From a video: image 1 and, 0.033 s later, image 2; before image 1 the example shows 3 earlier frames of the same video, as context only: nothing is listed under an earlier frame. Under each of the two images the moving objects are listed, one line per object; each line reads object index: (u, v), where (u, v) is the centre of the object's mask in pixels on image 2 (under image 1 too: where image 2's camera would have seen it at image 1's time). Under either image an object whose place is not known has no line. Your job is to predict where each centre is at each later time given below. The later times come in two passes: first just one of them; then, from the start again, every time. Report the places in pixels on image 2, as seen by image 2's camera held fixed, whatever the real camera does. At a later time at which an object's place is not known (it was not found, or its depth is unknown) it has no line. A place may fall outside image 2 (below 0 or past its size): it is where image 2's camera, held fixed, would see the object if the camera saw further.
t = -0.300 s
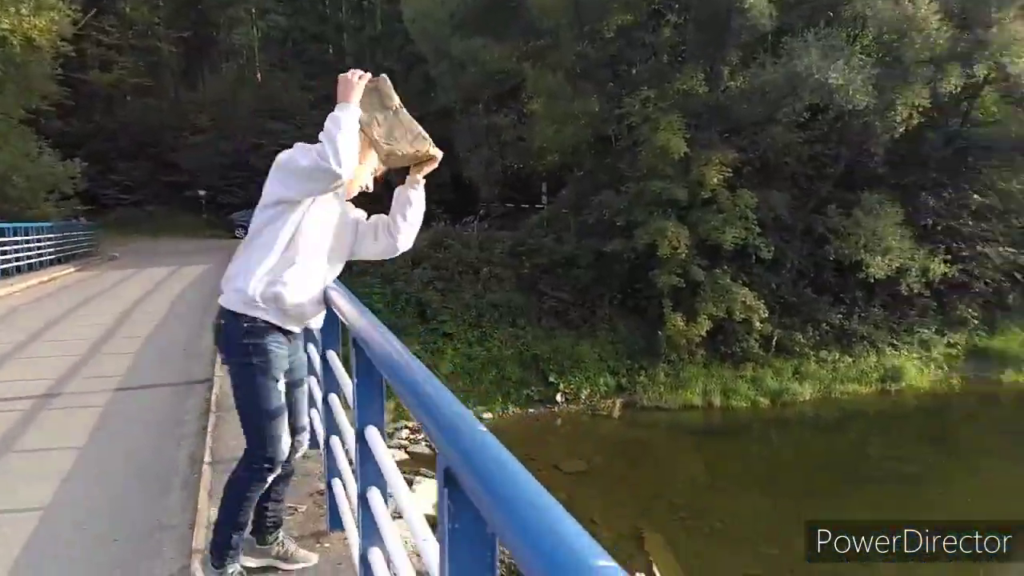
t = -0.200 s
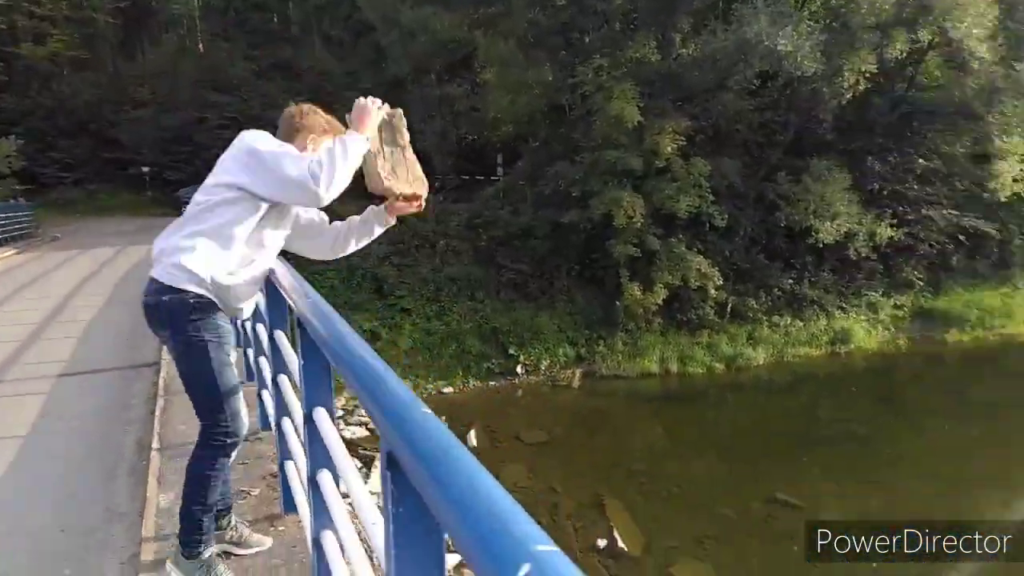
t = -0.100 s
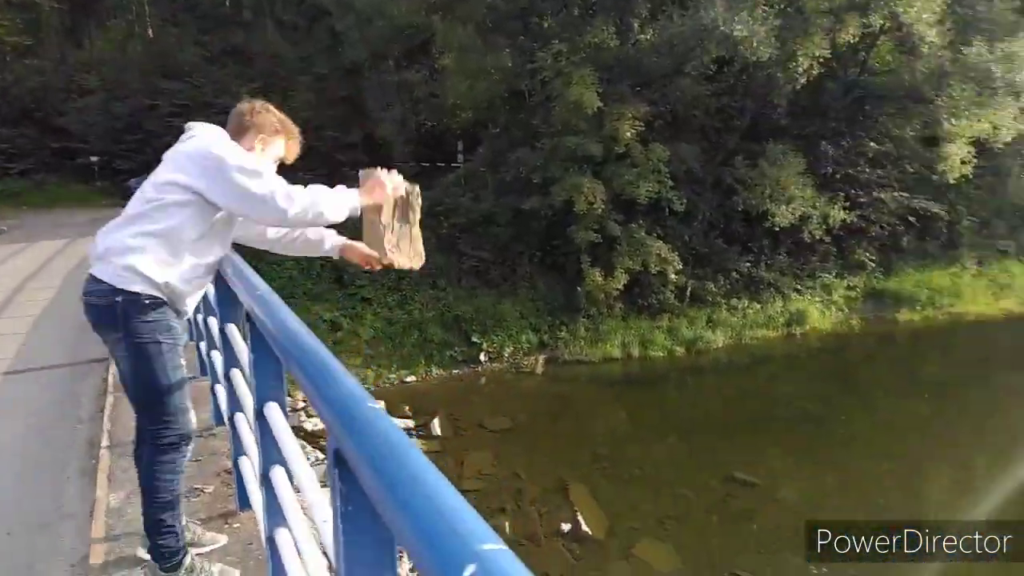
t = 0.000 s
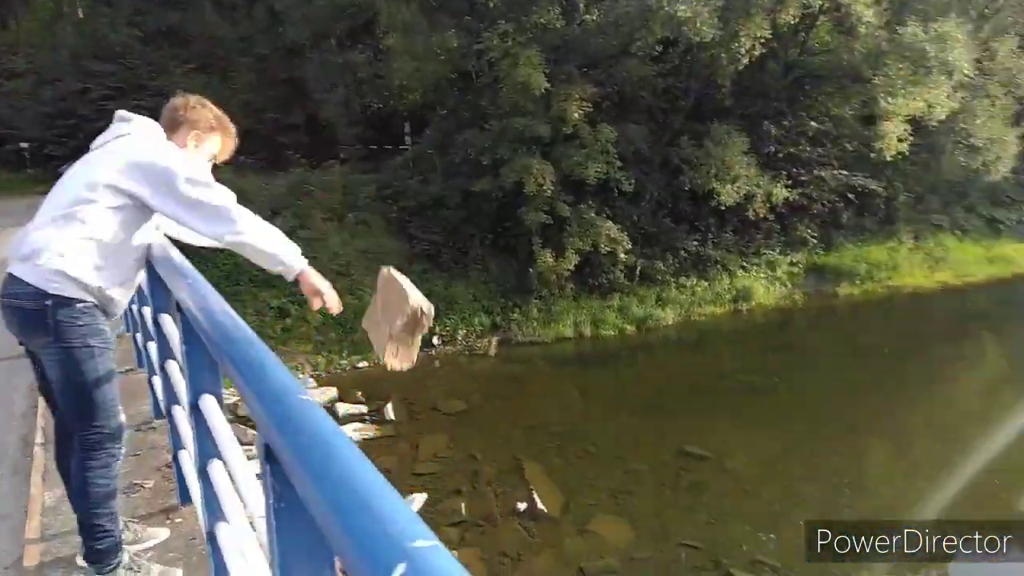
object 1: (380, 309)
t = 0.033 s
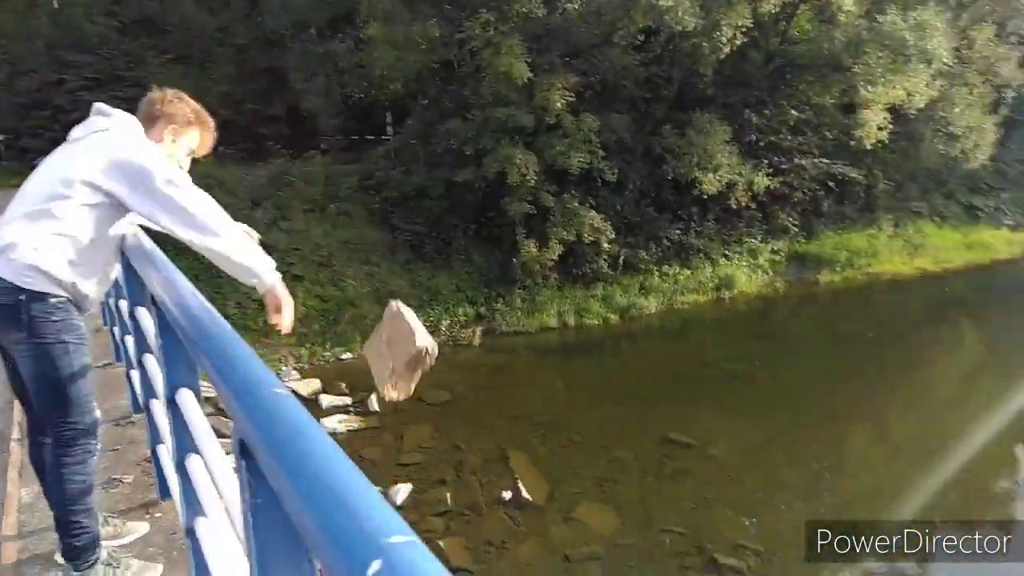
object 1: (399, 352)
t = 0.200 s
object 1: (484, 570)
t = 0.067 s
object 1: (417, 393)
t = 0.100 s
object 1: (434, 437)
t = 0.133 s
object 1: (451, 480)
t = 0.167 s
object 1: (469, 524)
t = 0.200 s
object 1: (484, 570)
